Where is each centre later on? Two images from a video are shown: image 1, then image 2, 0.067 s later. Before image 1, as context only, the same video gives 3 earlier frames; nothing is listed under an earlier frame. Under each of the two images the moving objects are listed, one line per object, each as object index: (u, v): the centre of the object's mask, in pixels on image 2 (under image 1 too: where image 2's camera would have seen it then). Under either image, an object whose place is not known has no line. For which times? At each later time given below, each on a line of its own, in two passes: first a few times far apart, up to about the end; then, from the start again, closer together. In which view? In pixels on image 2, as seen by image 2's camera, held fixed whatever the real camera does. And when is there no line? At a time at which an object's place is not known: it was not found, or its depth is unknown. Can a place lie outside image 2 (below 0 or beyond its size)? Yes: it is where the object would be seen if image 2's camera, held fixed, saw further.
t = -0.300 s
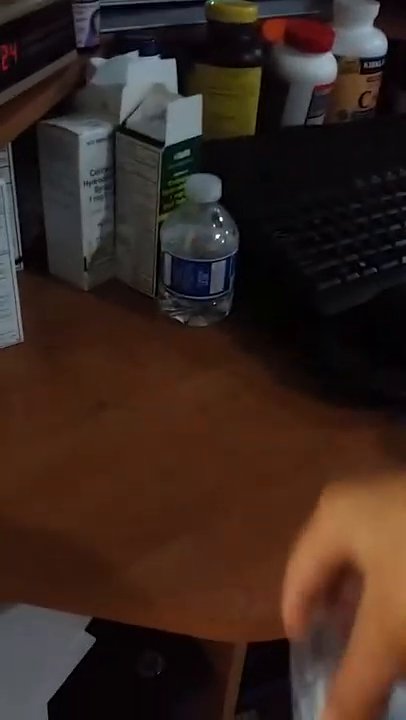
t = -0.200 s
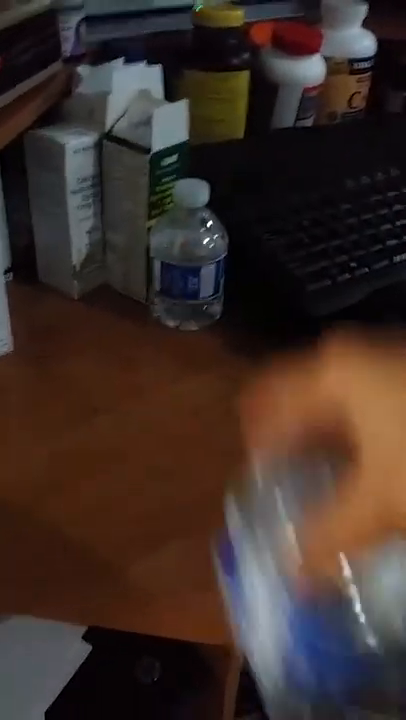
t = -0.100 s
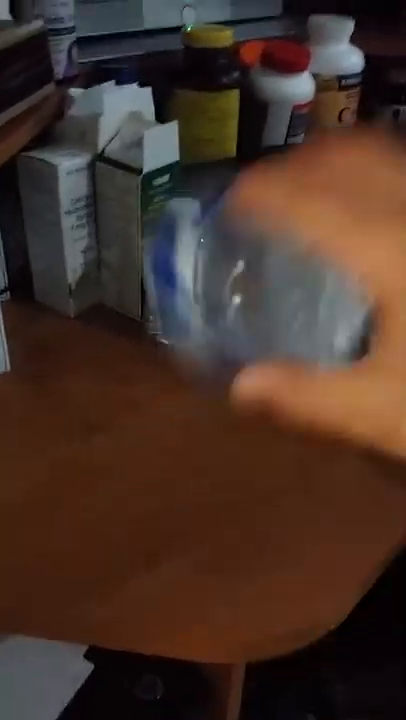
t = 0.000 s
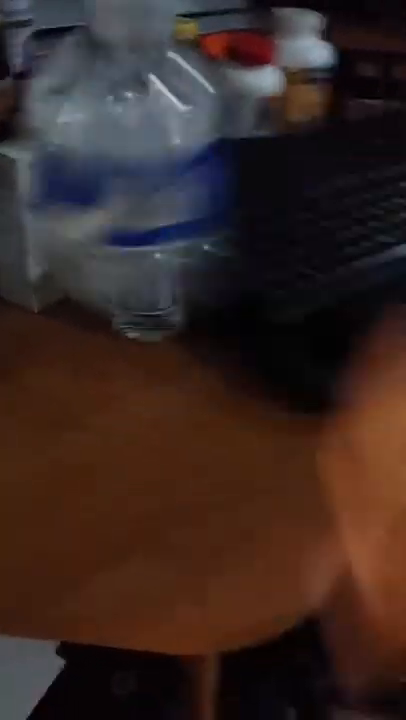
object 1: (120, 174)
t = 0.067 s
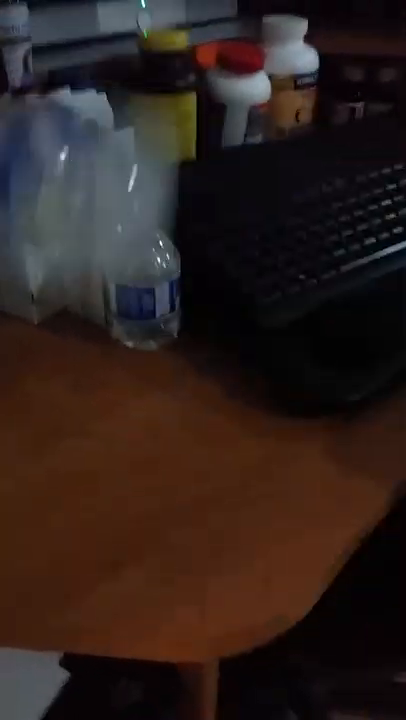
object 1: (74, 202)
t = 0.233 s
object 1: (50, 426)
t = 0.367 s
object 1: (28, 449)
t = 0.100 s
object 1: (72, 256)
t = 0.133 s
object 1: (66, 330)
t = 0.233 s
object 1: (50, 426)
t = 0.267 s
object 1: (43, 427)
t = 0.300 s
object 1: (36, 430)
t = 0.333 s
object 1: (31, 439)
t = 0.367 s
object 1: (28, 449)
